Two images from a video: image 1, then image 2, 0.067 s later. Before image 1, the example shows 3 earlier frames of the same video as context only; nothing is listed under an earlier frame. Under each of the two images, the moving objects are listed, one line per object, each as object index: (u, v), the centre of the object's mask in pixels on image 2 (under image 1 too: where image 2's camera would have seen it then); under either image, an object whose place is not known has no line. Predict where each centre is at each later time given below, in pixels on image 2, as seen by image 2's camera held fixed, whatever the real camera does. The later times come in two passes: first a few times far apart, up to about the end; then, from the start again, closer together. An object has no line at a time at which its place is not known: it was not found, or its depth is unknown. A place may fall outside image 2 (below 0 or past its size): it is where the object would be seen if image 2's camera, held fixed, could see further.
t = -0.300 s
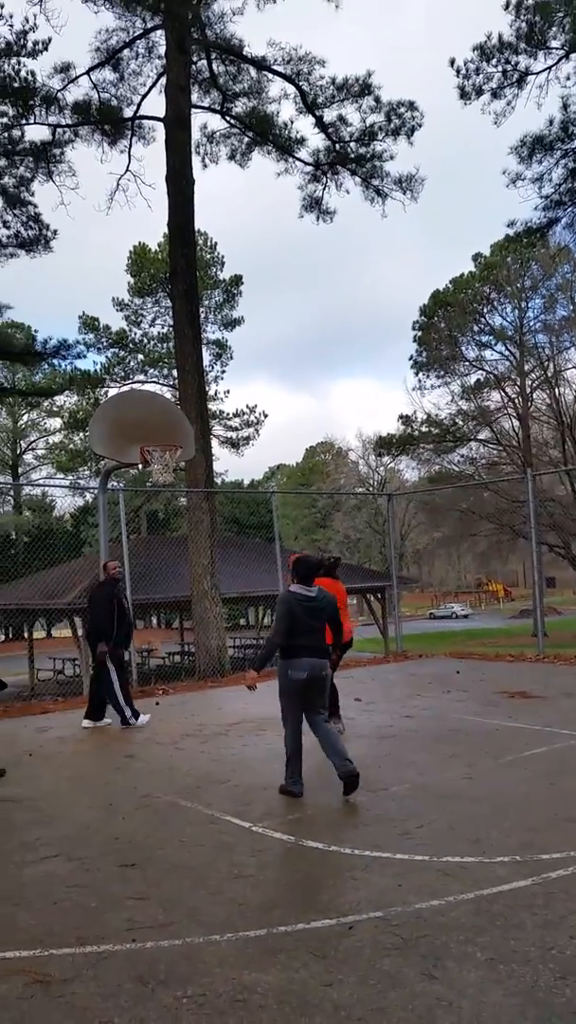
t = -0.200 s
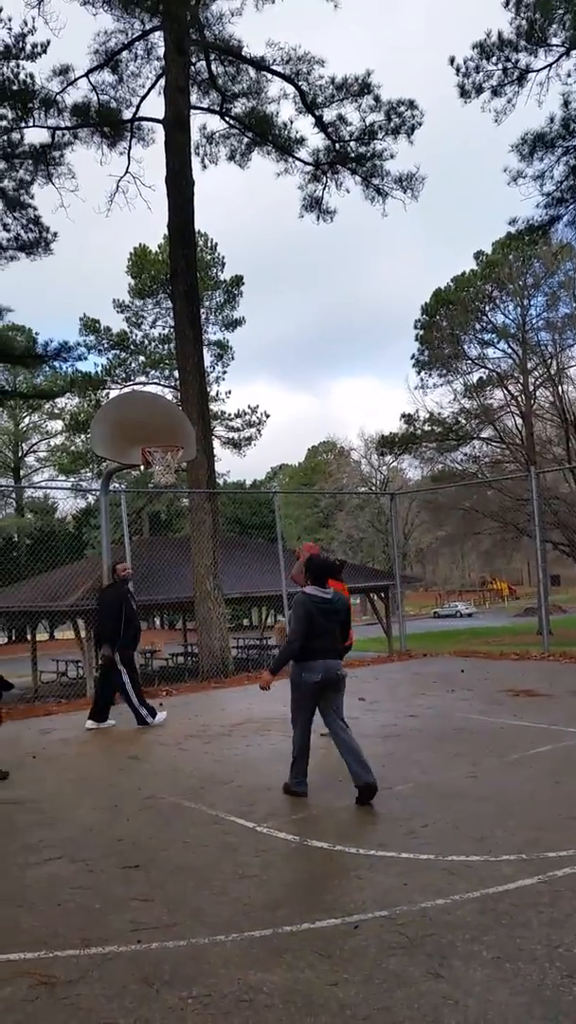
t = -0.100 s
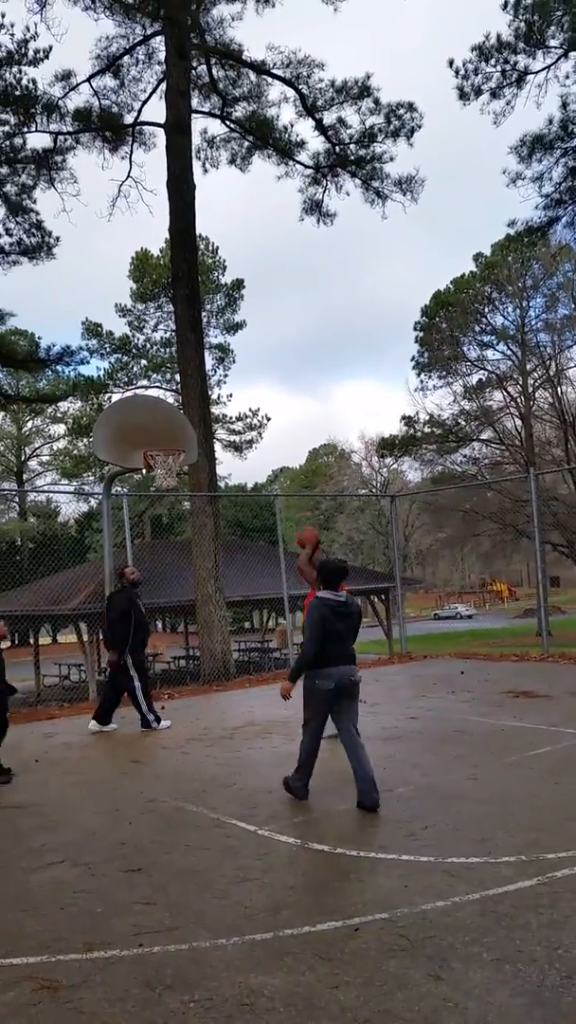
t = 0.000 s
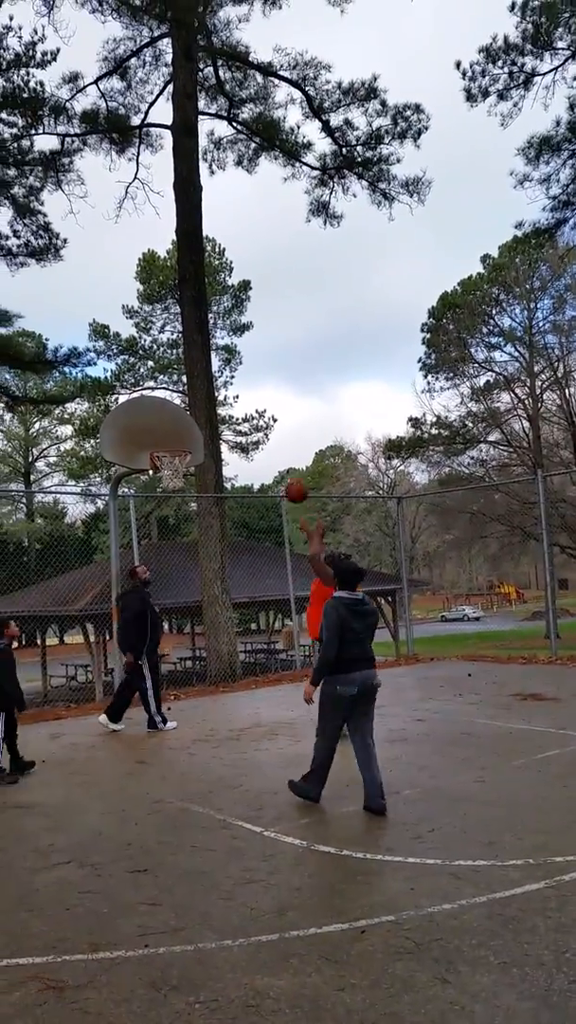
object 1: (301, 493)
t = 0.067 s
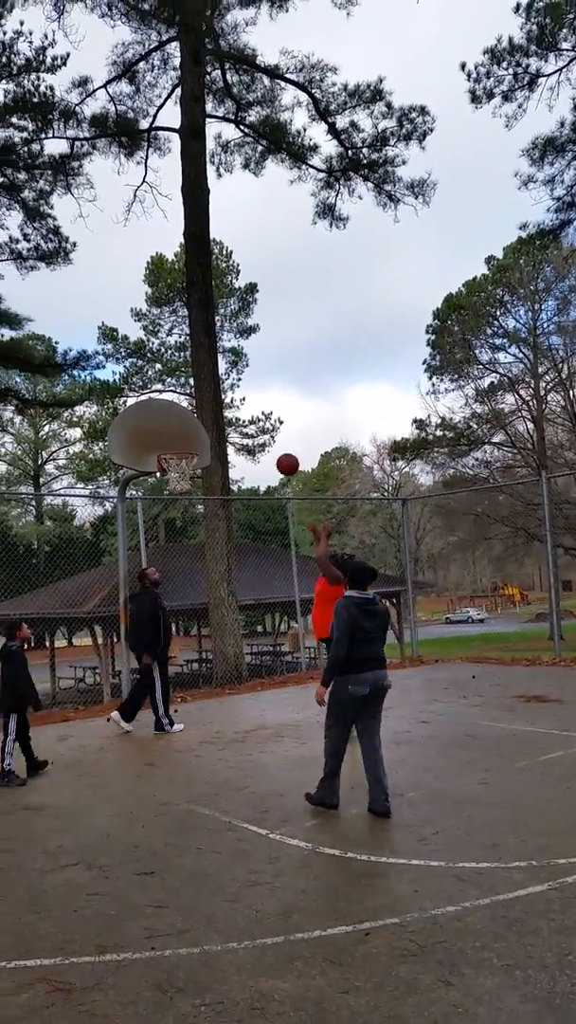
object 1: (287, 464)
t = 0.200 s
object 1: (260, 422)
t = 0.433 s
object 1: (219, 389)
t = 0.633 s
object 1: (187, 401)
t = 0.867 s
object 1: (185, 439)
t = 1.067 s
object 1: (167, 437)
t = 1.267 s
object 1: (145, 424)
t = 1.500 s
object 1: (121, 453)
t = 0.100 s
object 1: (280, 452)
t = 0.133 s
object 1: (273, 440)
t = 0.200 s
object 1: (260, 422)
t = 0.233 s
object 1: (253, 414)
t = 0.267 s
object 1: (247, 407)
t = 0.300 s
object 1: (241, 402)
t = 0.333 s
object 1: (234, 398)
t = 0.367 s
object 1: (230, 394)
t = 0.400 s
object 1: (224, 391)
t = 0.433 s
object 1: (219, 389)
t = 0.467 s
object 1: (213, 389)
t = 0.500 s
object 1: (209, 389)
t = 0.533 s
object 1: (203, 390)
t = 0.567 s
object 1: (198, 393)
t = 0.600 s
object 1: (193, 397)
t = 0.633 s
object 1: (187, 401)
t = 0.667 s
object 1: (184, 406)
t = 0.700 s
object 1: (179, 411)
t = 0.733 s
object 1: (176, 419)
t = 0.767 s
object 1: (178, 422)
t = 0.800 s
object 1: (181, 427)
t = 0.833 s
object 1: (183, 432)
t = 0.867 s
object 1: (185, 439)
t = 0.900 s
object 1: (188, 446)
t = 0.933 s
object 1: (185, 446)
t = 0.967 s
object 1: (180, 444)
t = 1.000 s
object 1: (175, 445)
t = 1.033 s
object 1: (170, 442)
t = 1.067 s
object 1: (167, 437)
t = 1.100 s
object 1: (164, 433)
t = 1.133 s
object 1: (160, 430)
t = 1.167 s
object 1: (156, 427)
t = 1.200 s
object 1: (152, 425)
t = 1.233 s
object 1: (149, 424)
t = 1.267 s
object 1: (145, 424)
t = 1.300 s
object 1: (142, 426)
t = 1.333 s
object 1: (139, 427)
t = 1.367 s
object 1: (134, 430)
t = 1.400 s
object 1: (131, 434)
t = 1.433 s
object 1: (127, 439)
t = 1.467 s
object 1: (124, 446)
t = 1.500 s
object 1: (121, 453)
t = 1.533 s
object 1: (117, 461)
